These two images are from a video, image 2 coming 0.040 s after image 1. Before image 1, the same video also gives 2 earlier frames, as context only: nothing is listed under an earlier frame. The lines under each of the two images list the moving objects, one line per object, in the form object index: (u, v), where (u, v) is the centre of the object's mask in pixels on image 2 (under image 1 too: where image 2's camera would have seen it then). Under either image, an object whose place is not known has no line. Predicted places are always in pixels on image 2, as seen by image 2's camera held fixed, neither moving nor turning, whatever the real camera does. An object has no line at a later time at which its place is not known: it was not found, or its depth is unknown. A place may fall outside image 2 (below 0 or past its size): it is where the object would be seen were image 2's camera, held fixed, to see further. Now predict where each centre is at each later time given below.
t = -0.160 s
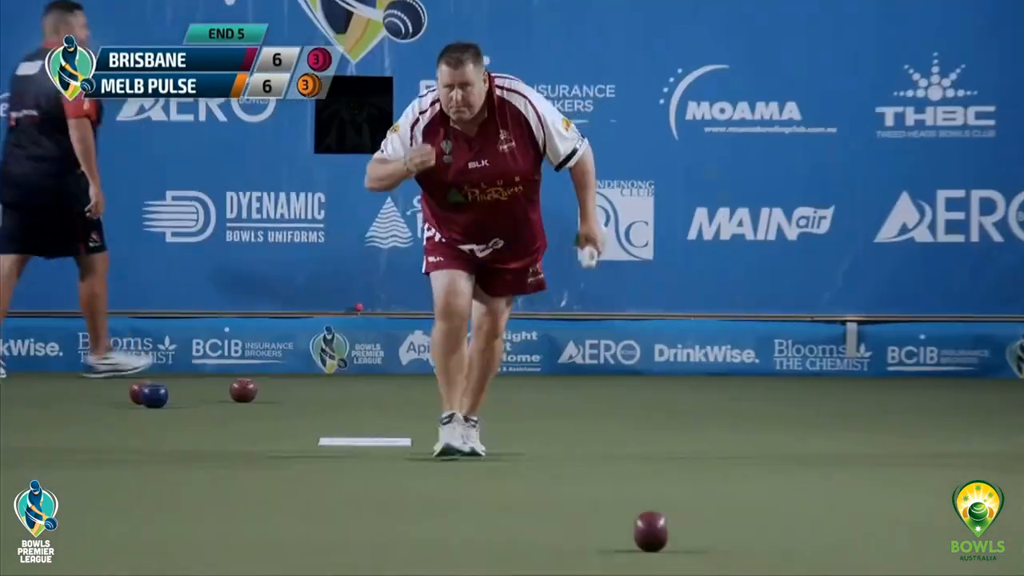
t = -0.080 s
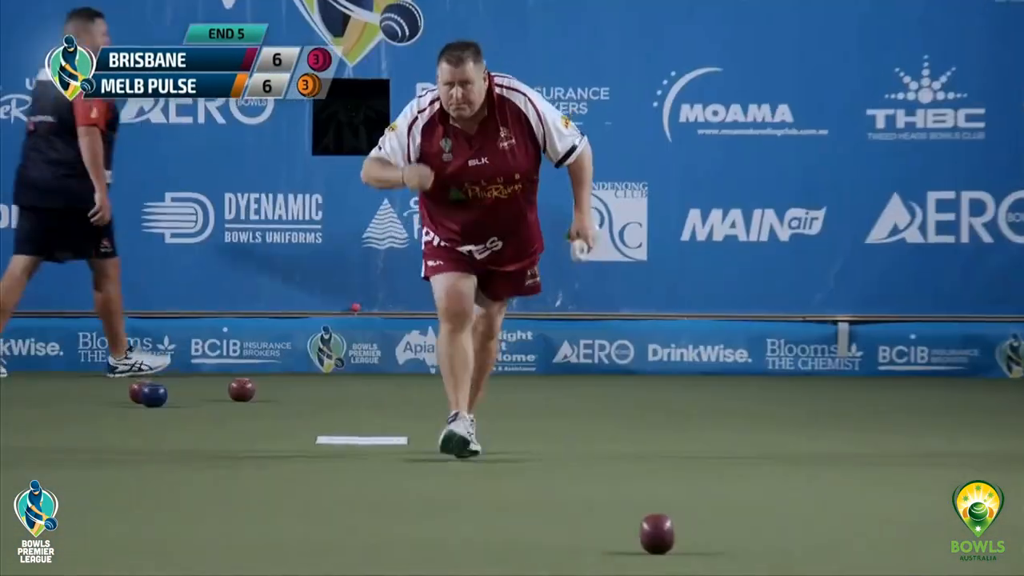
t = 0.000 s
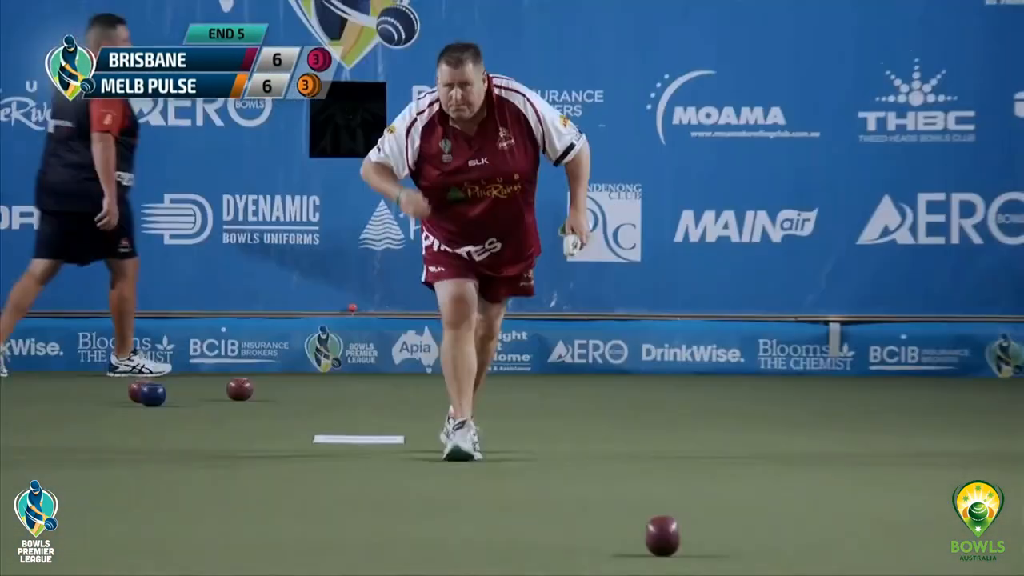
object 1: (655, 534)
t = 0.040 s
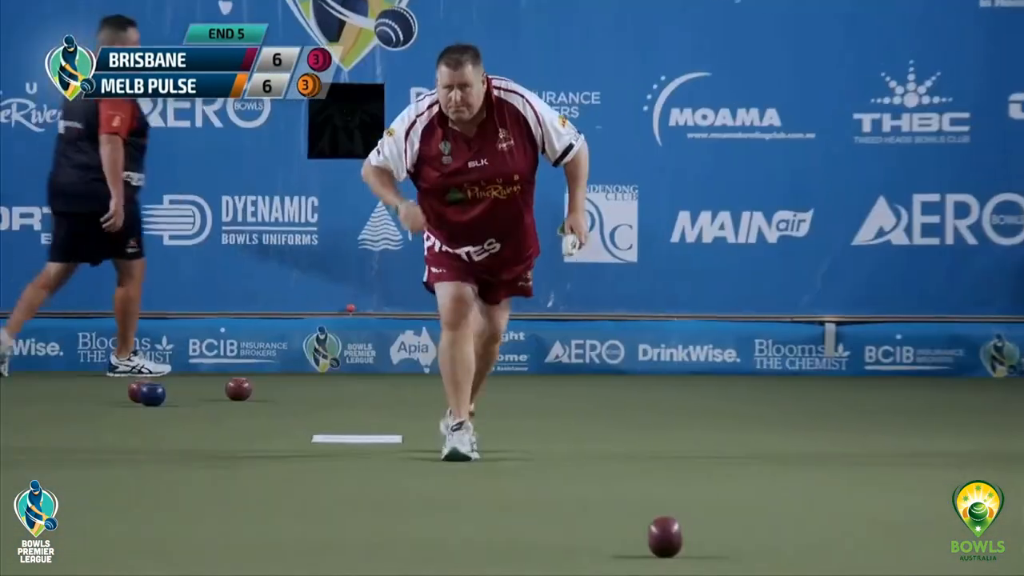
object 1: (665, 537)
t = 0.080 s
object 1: (675, 540)
